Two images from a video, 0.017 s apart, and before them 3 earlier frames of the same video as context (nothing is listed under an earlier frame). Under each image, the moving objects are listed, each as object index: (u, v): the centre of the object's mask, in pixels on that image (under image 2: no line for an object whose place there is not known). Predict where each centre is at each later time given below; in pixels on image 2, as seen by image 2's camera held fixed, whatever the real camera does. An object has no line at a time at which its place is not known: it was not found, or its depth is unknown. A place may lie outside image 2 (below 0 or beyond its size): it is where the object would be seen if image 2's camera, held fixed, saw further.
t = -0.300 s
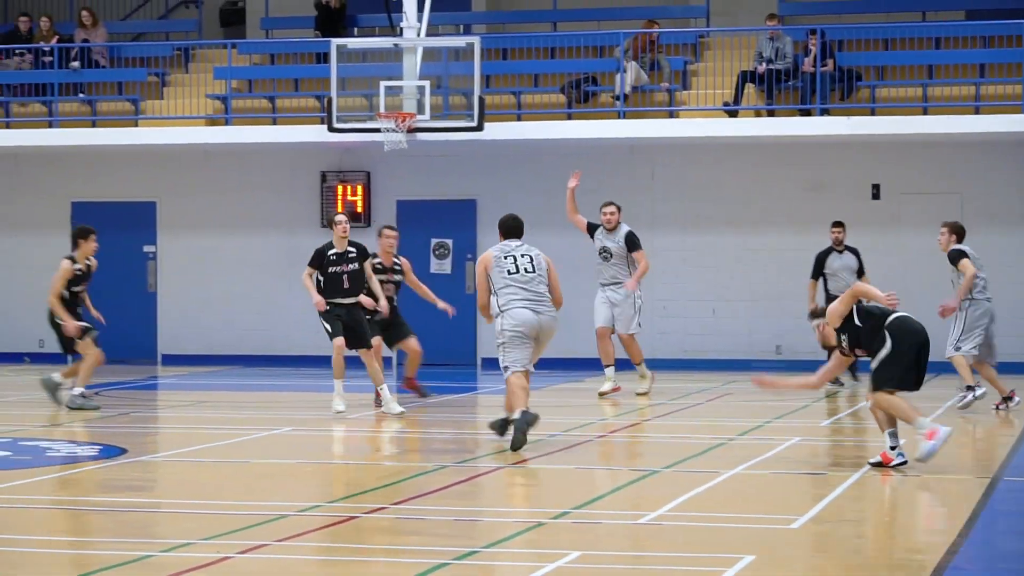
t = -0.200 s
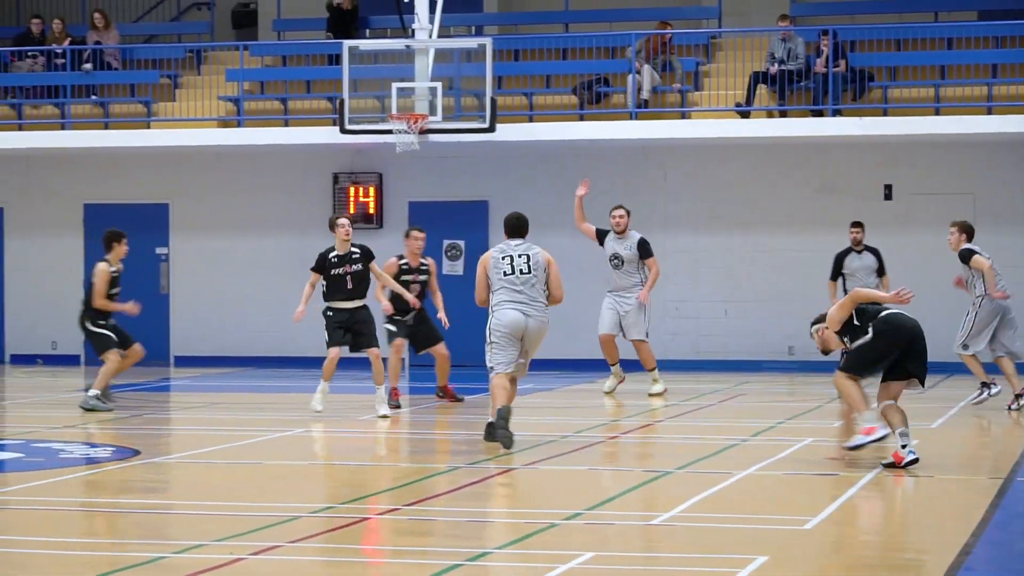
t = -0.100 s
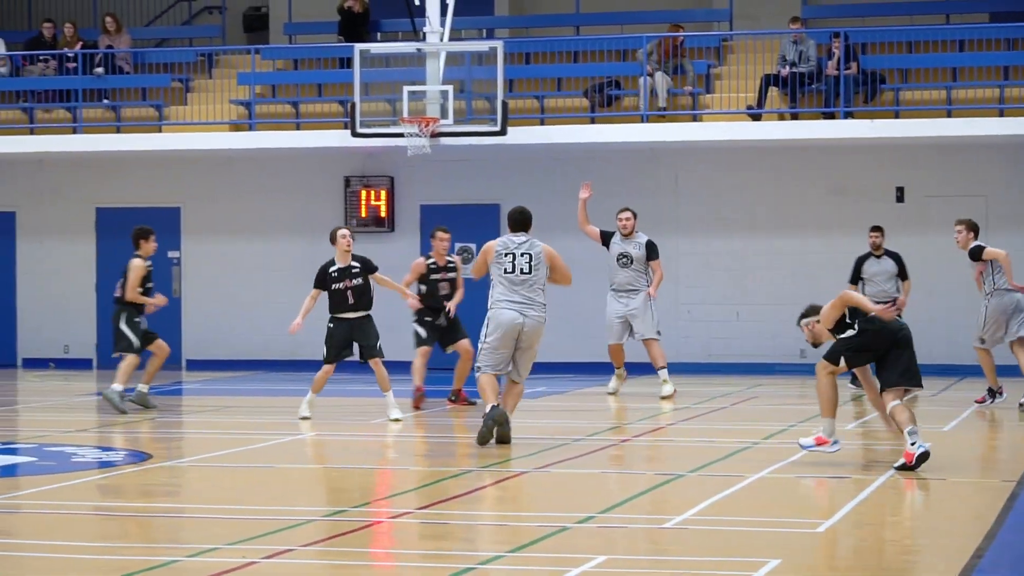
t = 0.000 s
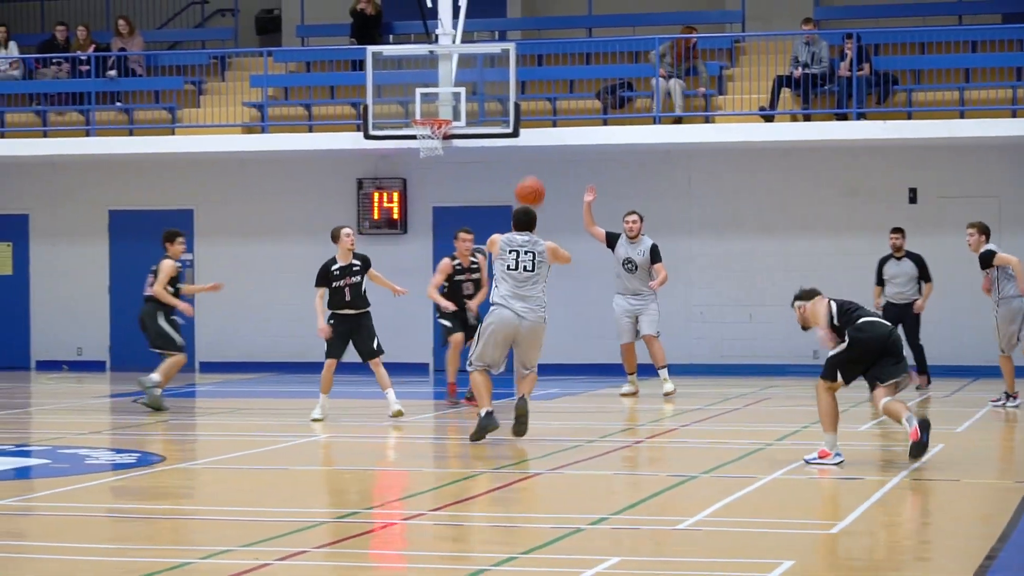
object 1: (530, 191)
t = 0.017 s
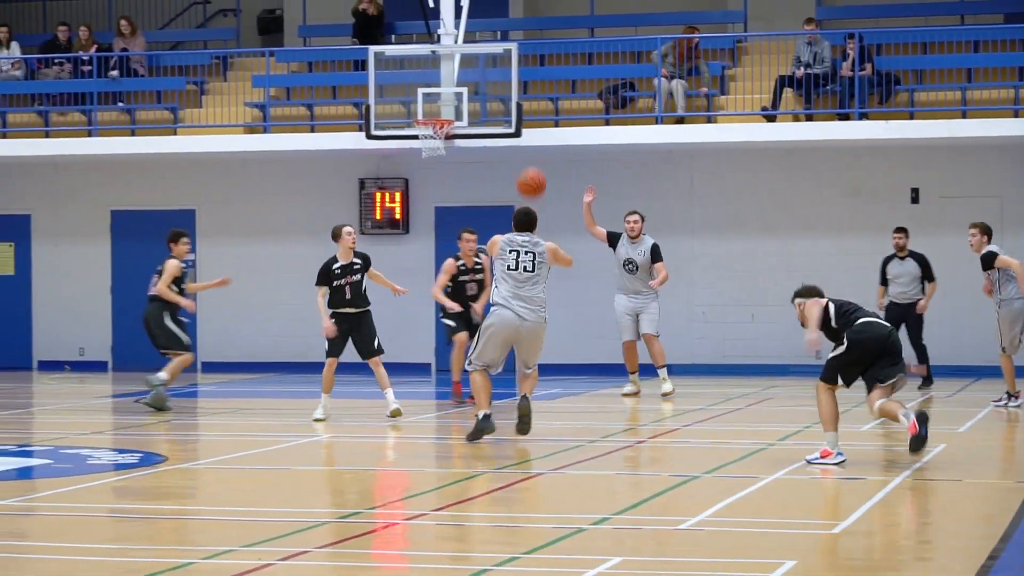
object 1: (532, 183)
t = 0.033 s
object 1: (531, 174)
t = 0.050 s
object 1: (531, 166)
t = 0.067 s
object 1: (530, 159)
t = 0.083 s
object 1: (530, 152)
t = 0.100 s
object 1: (529, 145)
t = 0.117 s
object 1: (529, 137)
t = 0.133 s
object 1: (529, 131)
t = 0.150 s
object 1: (529, 125)
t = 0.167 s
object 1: (528, 120)
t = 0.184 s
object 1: (529, 115)
